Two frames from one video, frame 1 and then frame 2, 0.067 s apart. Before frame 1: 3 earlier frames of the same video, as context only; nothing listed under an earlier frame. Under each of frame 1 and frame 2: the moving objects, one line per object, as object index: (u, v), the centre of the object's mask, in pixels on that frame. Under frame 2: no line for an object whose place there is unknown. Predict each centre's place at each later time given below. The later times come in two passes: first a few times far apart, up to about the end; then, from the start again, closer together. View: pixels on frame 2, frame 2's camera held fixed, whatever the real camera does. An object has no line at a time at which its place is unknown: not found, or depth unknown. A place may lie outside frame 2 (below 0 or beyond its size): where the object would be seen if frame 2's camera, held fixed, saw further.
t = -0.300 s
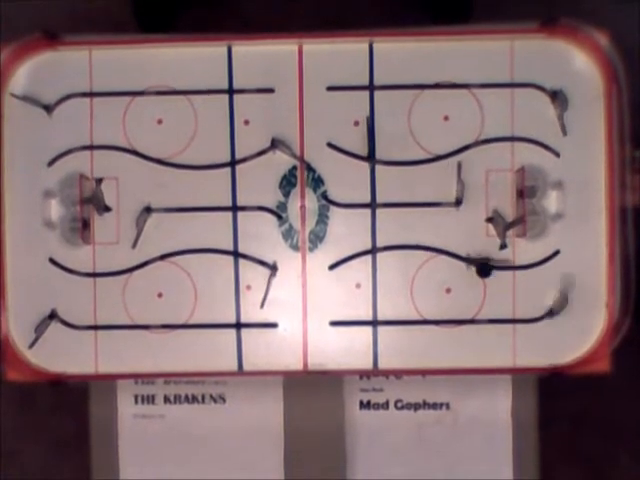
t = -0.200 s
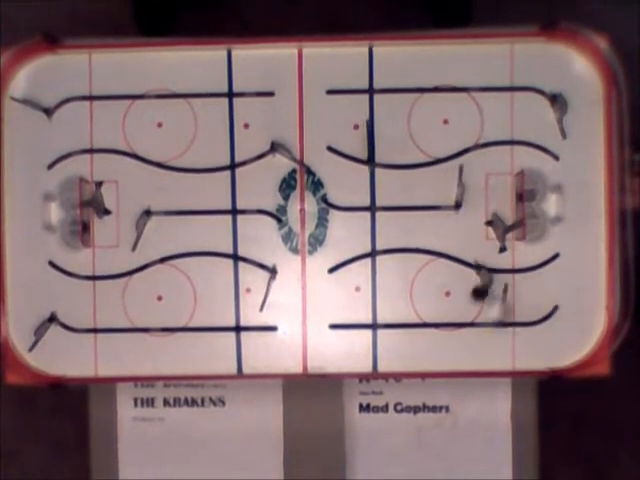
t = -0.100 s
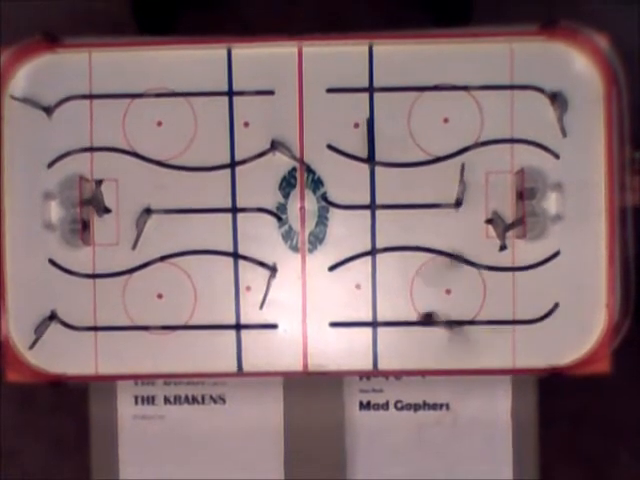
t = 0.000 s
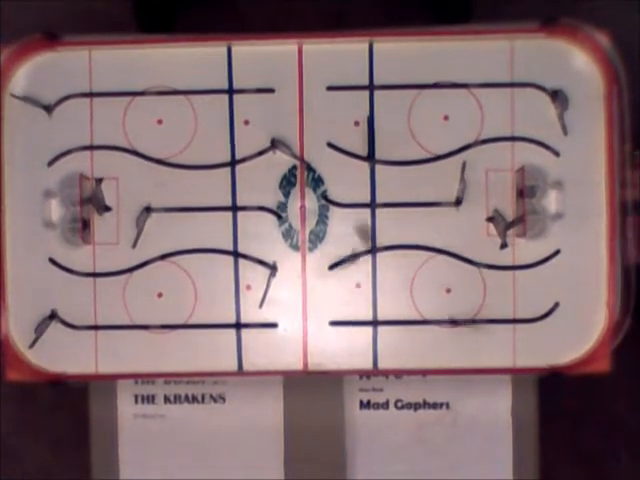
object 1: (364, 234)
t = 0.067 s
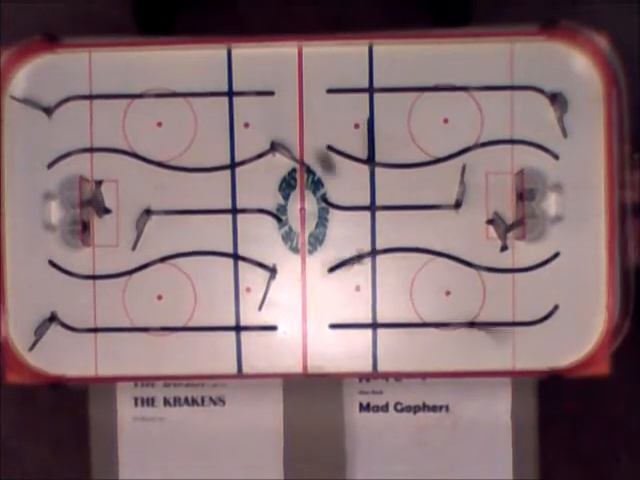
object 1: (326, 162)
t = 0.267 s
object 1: (225, 80)
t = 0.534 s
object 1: (144, 116)
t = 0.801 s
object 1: (130, 121)
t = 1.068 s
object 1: (130, 121)
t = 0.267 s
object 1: (225, 80)
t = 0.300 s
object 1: (212, 86)
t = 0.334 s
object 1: (199, 92)
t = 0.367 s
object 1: (188, 100)
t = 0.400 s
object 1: (178, 103)
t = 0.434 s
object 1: (168, 108)
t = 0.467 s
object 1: (159, 111)
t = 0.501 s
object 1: (151, 114)
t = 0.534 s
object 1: (144, 116)
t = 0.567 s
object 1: (138, 118)
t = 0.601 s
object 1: (134, 119)
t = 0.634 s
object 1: (131, 120)
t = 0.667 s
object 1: (130, 120)
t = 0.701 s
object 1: (130, 120)
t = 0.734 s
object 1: (130, 121)
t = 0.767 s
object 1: (130, 121)
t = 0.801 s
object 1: (130, 121)
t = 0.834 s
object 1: (130, 121)
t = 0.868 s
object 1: (130, 120)
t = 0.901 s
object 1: (130, 120)
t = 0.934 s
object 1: (130, 120)
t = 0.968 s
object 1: (130, 120)
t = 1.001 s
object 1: (130, 121)
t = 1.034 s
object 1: (130, 121)
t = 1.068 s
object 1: (130, 121)
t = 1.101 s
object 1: (130, 121)
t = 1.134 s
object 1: (130, 120)
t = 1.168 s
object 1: (130, 120)
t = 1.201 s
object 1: (130, 120)
